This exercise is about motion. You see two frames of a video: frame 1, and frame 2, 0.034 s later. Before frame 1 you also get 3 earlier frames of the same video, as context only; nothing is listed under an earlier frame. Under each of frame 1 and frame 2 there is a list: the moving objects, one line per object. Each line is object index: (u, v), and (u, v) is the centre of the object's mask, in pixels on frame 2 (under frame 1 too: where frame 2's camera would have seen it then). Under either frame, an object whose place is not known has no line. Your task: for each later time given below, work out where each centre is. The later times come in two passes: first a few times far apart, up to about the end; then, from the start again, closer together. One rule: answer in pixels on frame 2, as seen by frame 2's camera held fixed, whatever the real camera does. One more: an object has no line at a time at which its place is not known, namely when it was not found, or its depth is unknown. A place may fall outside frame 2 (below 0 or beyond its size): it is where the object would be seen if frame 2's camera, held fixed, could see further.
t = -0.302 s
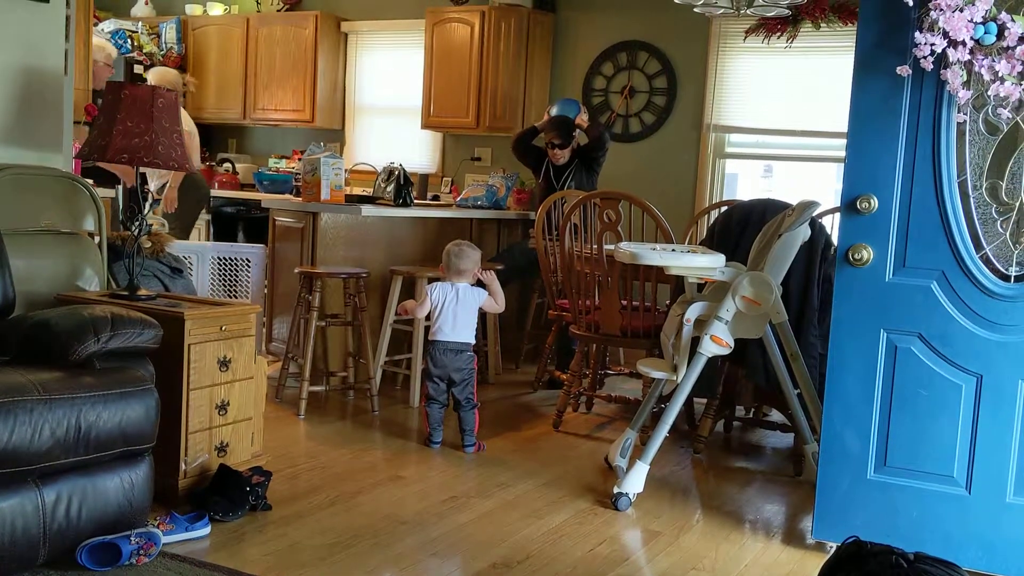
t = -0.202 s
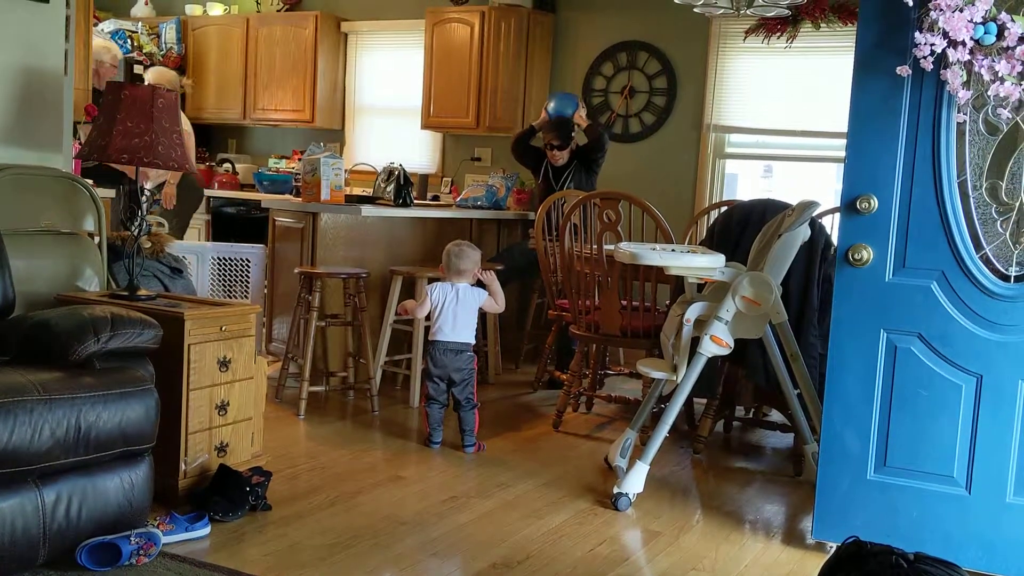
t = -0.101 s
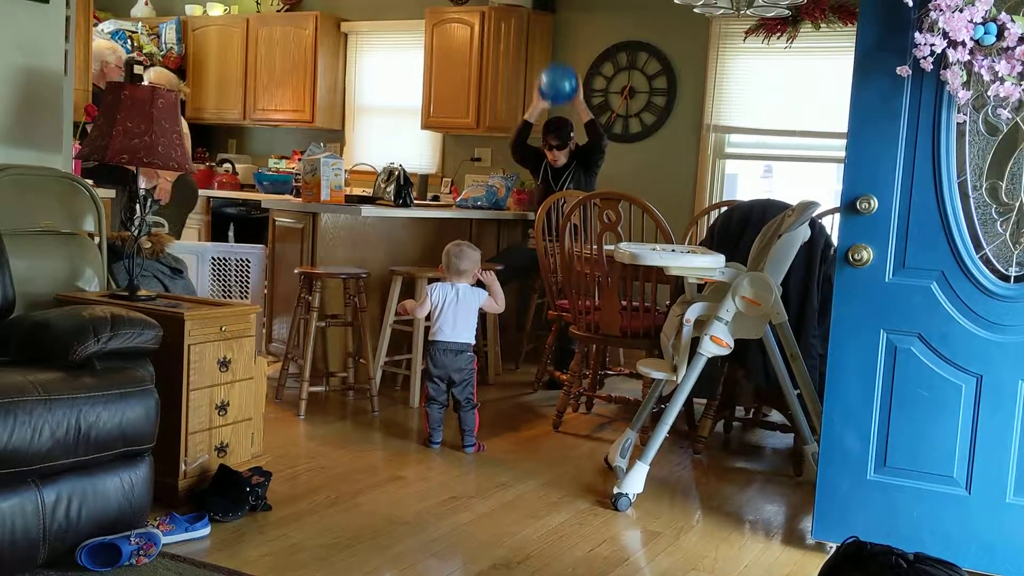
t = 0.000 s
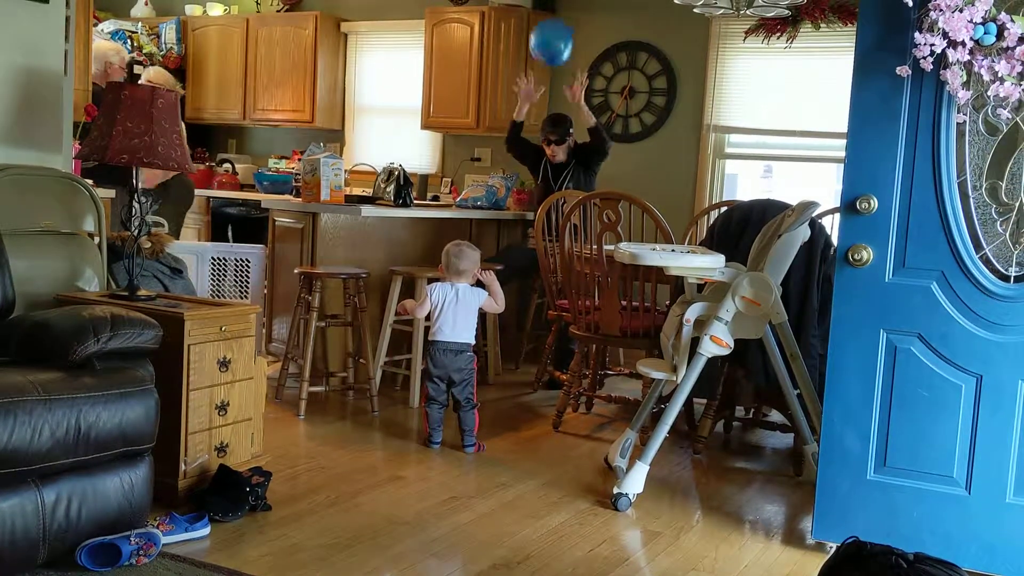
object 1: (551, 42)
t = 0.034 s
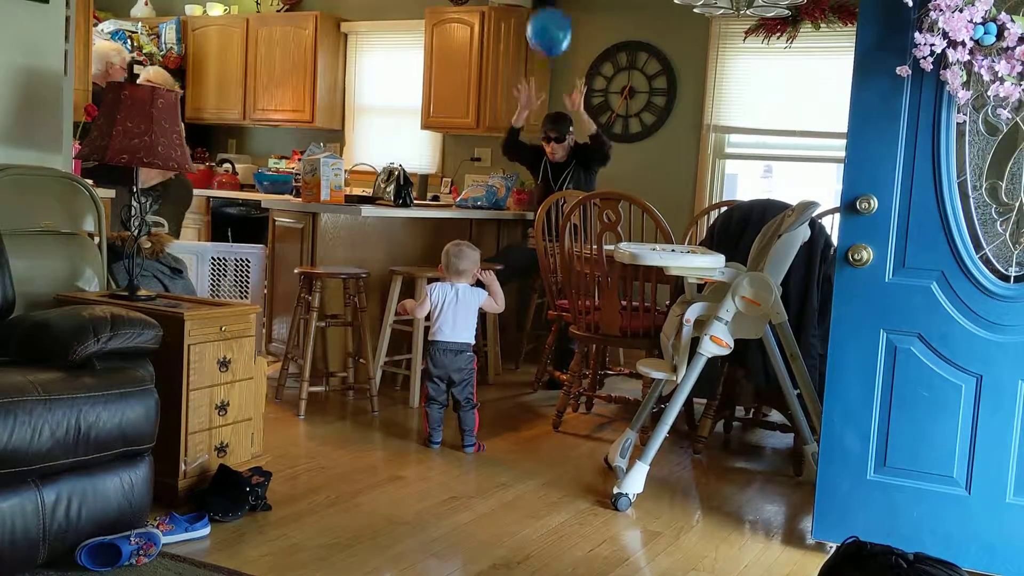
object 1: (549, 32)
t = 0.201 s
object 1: (533, 15)
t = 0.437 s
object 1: (491, 139)
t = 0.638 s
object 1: (449, 485)
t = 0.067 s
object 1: (547, 23)
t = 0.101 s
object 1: (544, 20)
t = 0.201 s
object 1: (533, 15)
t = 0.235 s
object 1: (528, 17)
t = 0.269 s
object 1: (523, 20)
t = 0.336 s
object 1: (514, 37)
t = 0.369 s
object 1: (508, 55)
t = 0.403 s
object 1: (503, 78)
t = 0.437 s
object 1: (491, 139)
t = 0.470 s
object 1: (486, 178)
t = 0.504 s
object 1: (481, 227)
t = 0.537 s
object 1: (473, 271)
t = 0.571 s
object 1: (466, 348)
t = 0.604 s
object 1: (459, 409)
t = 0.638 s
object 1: (449, 485)
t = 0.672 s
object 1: (439, 549)
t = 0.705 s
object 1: (435, 544)
